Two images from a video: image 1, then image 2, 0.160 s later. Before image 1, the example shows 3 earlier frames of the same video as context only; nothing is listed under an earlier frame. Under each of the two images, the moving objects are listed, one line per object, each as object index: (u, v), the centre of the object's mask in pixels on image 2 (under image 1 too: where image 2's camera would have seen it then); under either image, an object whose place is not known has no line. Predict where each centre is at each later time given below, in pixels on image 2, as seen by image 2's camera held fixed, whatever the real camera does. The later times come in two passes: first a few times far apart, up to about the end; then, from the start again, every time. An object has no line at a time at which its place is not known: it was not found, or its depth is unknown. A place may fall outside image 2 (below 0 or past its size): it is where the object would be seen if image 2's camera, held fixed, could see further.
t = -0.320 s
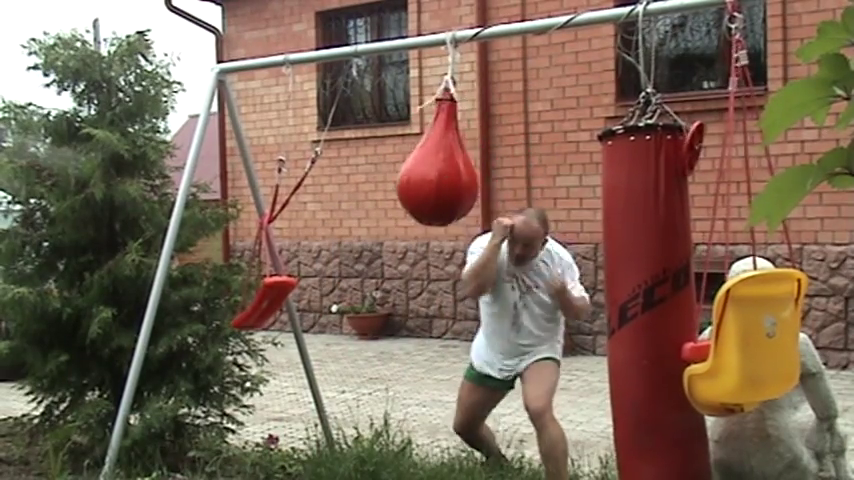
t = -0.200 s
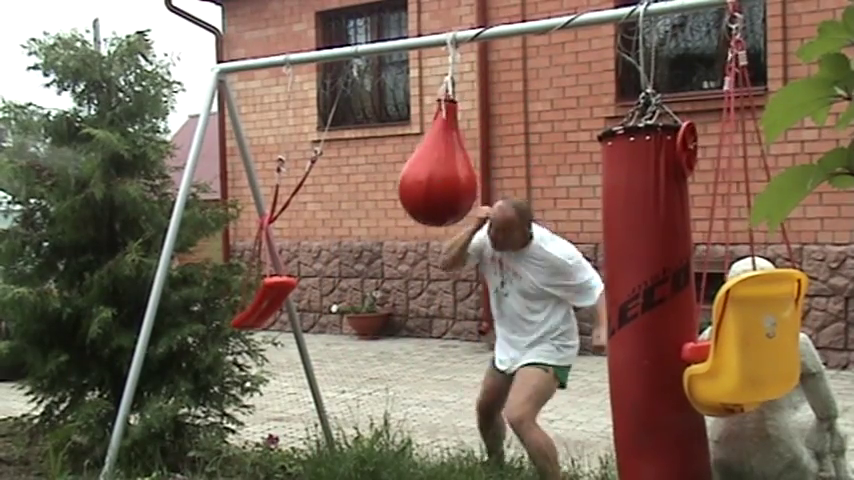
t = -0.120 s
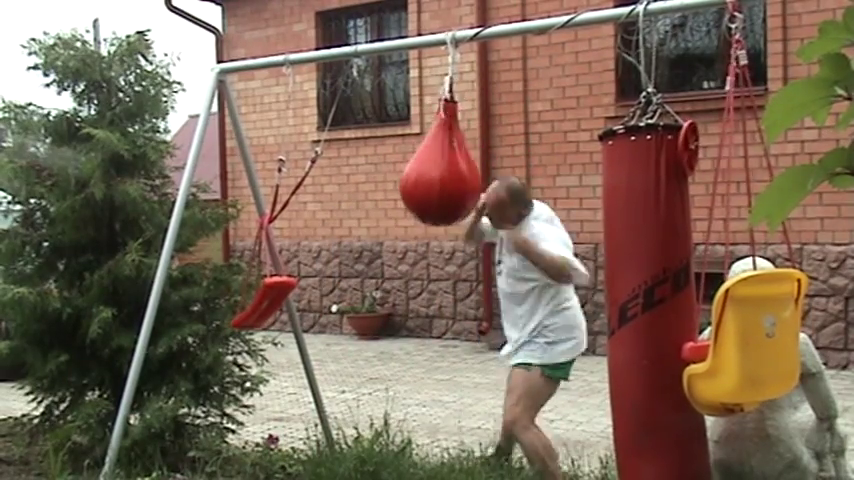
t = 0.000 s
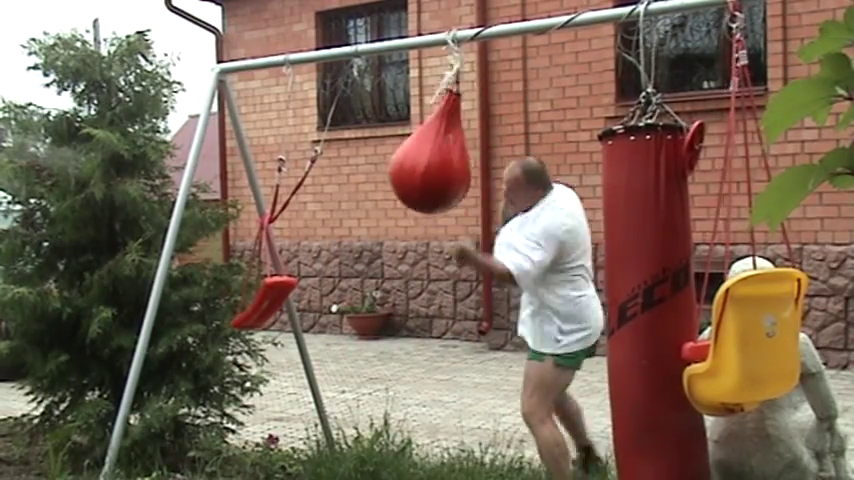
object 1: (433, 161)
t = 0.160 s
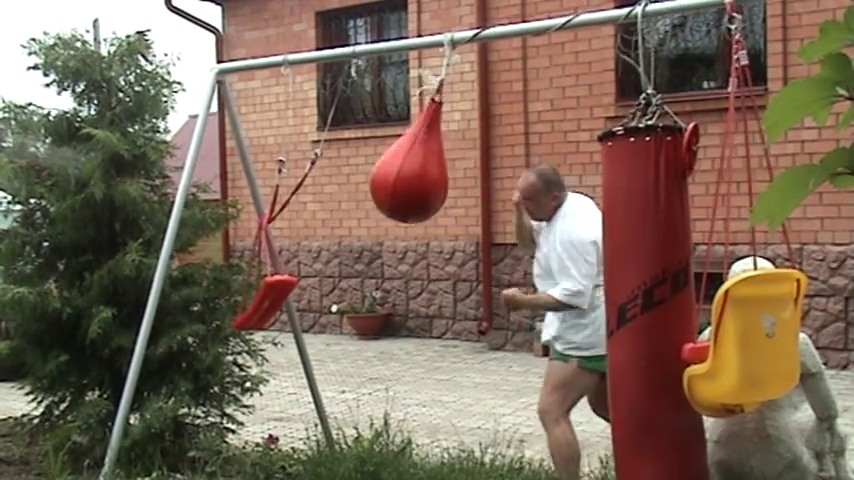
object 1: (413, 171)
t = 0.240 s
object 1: (414, 165)
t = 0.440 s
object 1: (430, 173)
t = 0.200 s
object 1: (412, 169)
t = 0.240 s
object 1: (414, 165)
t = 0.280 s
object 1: (416, 166)
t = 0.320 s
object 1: (418, 166)
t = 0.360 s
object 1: (421, 166)
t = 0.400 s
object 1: (425, 171)
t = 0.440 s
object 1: (430, 173)
